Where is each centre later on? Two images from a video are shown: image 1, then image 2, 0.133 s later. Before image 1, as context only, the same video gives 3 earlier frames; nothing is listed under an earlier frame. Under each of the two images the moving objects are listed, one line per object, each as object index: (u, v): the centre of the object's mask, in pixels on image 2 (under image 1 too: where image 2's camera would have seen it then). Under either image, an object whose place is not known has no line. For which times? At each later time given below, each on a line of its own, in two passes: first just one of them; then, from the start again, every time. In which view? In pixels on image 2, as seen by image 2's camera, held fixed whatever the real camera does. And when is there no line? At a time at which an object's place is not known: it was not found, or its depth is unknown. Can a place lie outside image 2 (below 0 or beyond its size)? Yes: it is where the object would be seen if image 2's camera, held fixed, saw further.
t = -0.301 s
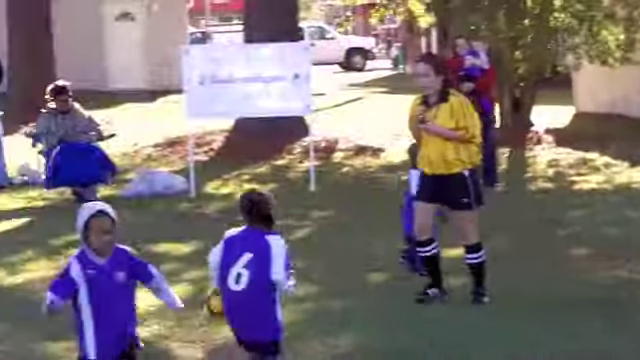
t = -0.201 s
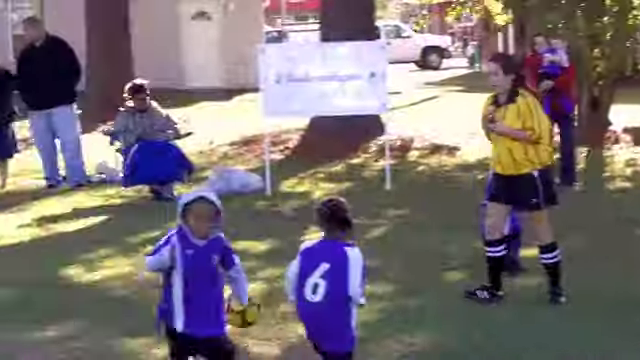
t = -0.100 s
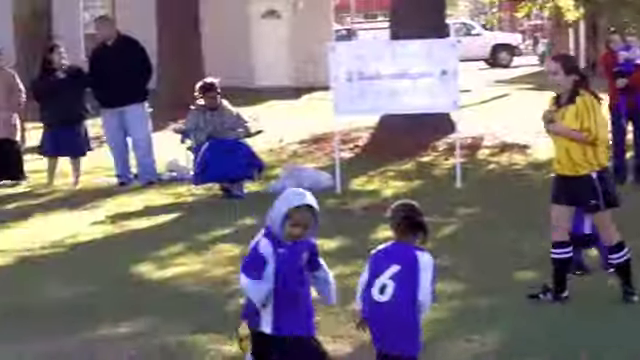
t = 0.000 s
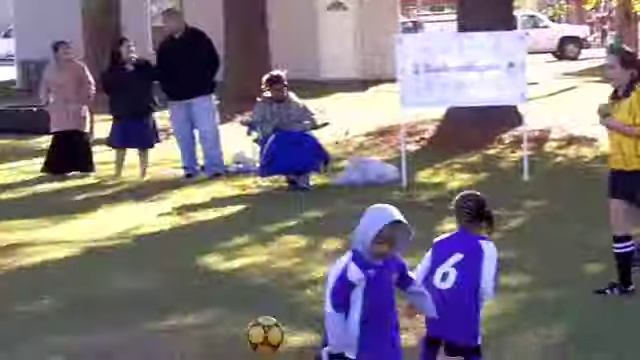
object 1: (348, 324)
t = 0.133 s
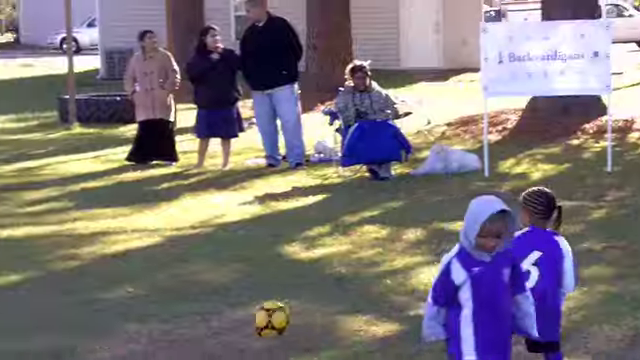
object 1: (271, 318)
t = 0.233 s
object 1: (214, 340)
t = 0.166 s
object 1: (252, 324)
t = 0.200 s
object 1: (232, 330)
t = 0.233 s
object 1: (214, 340)
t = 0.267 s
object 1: (195, 337)
